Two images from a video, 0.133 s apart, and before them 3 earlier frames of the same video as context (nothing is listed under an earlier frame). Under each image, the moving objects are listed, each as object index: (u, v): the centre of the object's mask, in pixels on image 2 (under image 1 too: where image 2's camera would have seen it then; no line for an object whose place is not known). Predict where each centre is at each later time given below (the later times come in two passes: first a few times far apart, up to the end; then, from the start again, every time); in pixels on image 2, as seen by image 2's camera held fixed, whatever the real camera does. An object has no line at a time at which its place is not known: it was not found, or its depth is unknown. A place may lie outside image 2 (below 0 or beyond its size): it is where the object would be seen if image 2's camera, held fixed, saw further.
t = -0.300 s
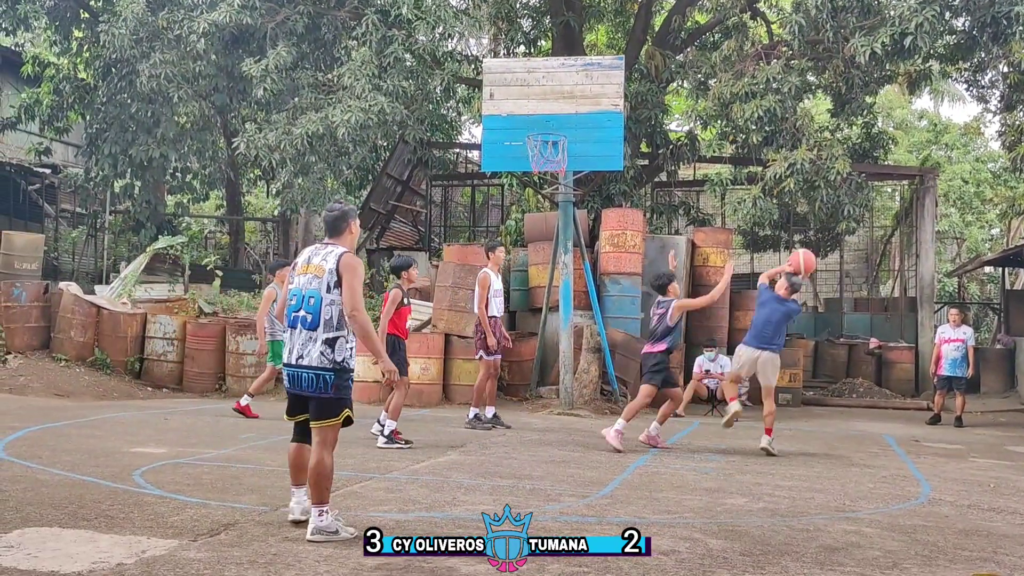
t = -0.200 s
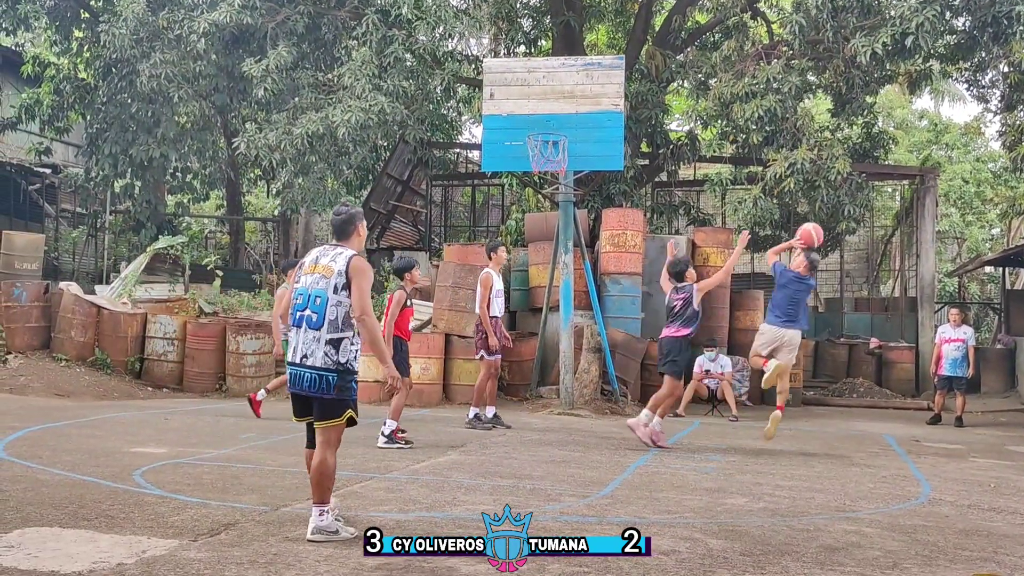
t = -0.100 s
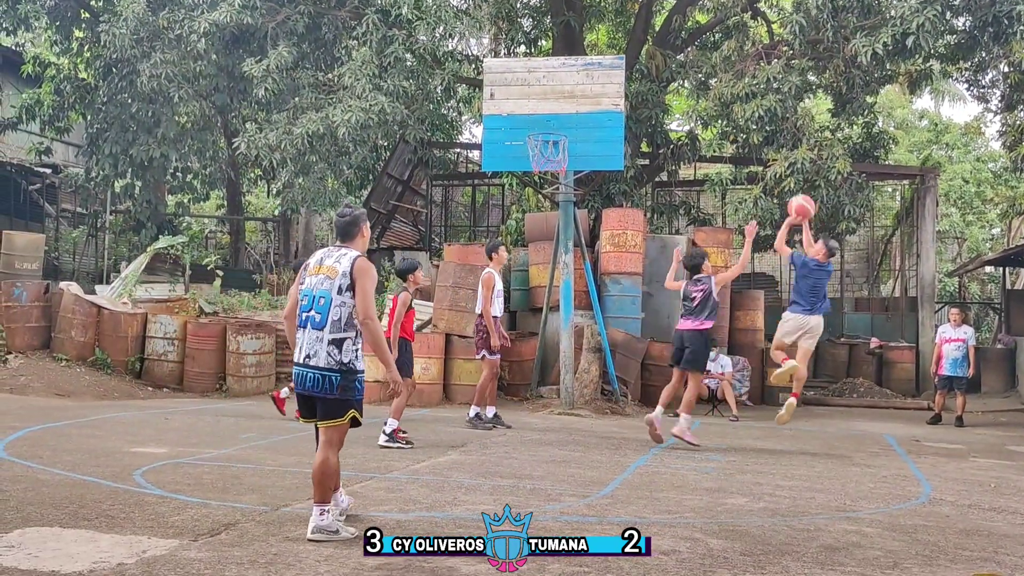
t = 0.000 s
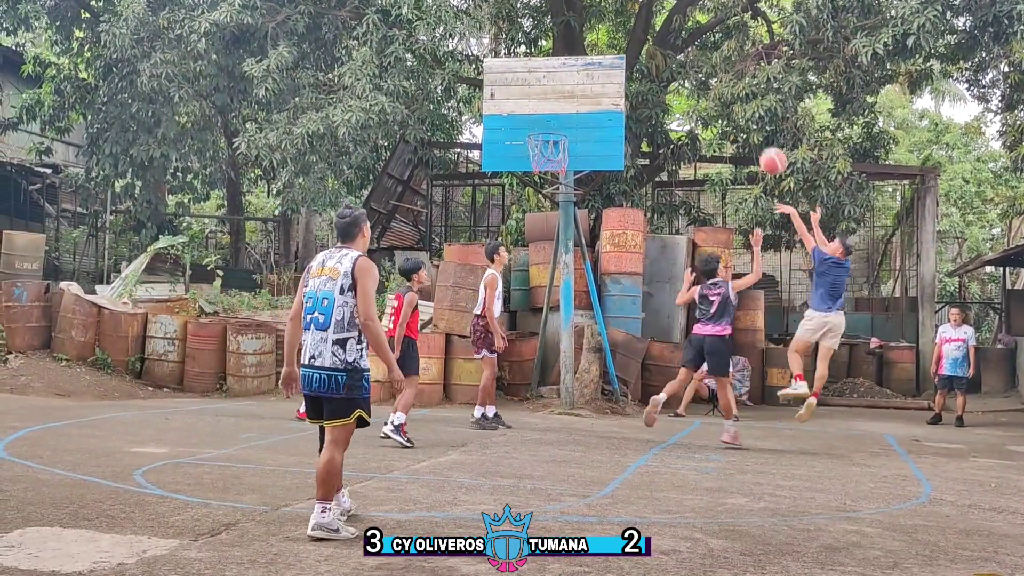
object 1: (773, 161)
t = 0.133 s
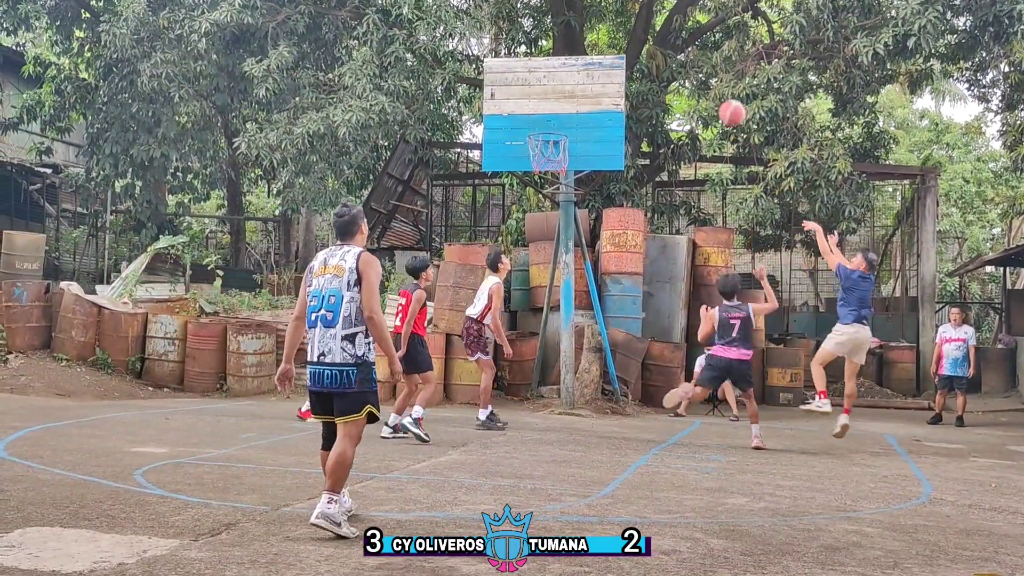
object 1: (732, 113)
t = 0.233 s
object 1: (703, 89)
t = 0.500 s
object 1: (631, 75)
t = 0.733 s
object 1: (576, 113)
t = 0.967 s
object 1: (535, 124)
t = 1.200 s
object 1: (524, 105)
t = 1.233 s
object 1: (522, 107)
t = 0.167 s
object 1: (722, 104)
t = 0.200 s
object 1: (712, 96)
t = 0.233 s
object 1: (703, 89)
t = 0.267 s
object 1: (693, 83)
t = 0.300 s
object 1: (684, 79)
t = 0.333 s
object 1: (674, 76)
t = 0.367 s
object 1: (665, 73)
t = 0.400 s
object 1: (656, 73)
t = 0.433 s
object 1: (647, 72)
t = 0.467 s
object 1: (639, 73)
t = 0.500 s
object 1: (631, 75)
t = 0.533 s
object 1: (622, 78)
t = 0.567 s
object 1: (615, 83)
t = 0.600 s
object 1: (605, 88)
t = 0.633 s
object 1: (597, 93)
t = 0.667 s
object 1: (589, 100)
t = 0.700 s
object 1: (581, 107)
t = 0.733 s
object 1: (576, 113)
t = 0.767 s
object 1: (569, 118)
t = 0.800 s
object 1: (563, 125)
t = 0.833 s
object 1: (558, 126)
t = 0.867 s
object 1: (552, 125)
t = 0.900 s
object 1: (546, 124)
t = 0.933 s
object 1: (540, 124)
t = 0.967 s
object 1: (535, 124)
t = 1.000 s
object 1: (534, 119)
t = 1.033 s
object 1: (532, 114)
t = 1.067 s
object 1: (530, 110)
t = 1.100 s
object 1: (529, 107)
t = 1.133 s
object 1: (527, 106)
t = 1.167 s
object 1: (525, 105)
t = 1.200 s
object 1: (524, 105)
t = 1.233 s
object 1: (522, 107)
